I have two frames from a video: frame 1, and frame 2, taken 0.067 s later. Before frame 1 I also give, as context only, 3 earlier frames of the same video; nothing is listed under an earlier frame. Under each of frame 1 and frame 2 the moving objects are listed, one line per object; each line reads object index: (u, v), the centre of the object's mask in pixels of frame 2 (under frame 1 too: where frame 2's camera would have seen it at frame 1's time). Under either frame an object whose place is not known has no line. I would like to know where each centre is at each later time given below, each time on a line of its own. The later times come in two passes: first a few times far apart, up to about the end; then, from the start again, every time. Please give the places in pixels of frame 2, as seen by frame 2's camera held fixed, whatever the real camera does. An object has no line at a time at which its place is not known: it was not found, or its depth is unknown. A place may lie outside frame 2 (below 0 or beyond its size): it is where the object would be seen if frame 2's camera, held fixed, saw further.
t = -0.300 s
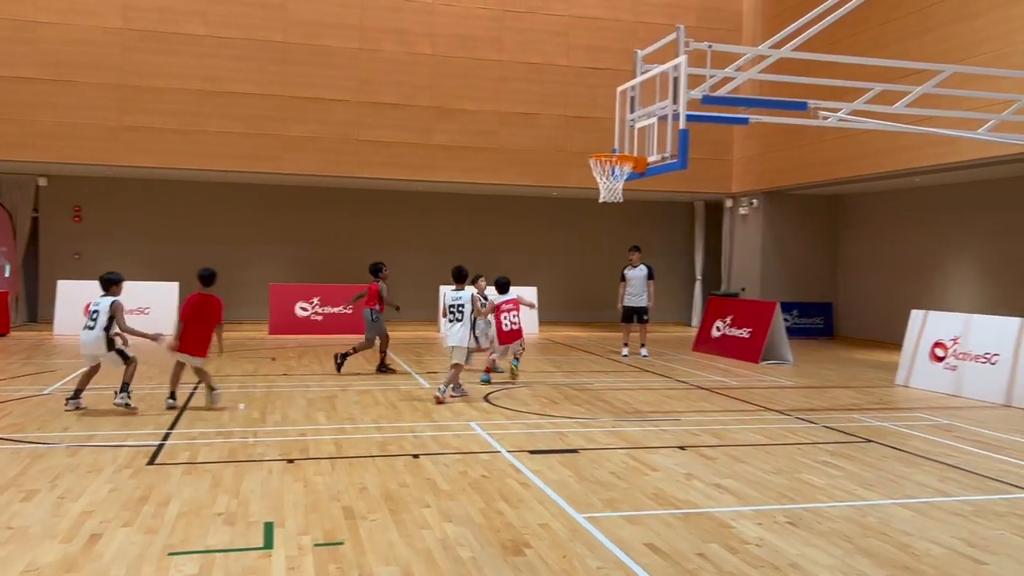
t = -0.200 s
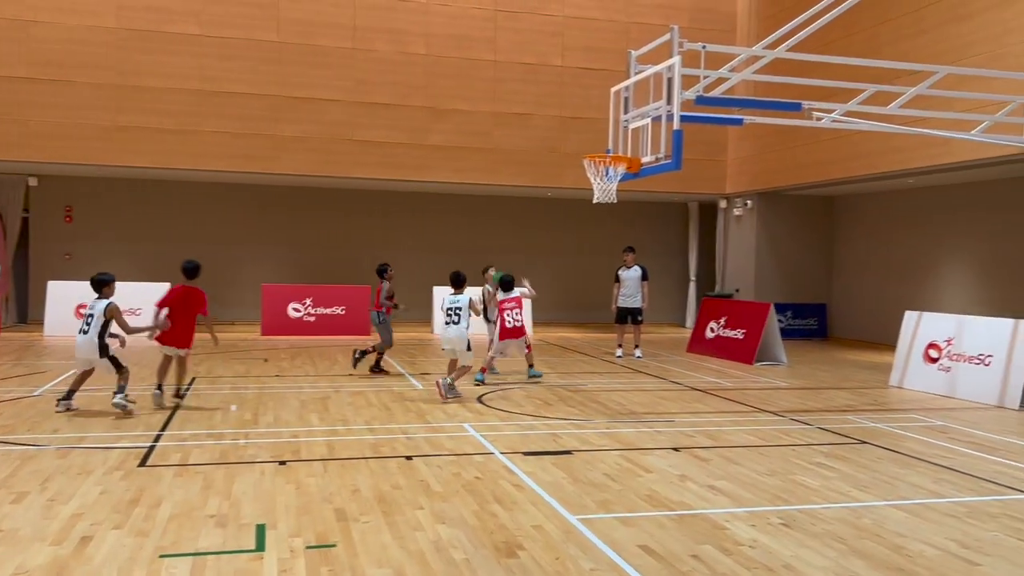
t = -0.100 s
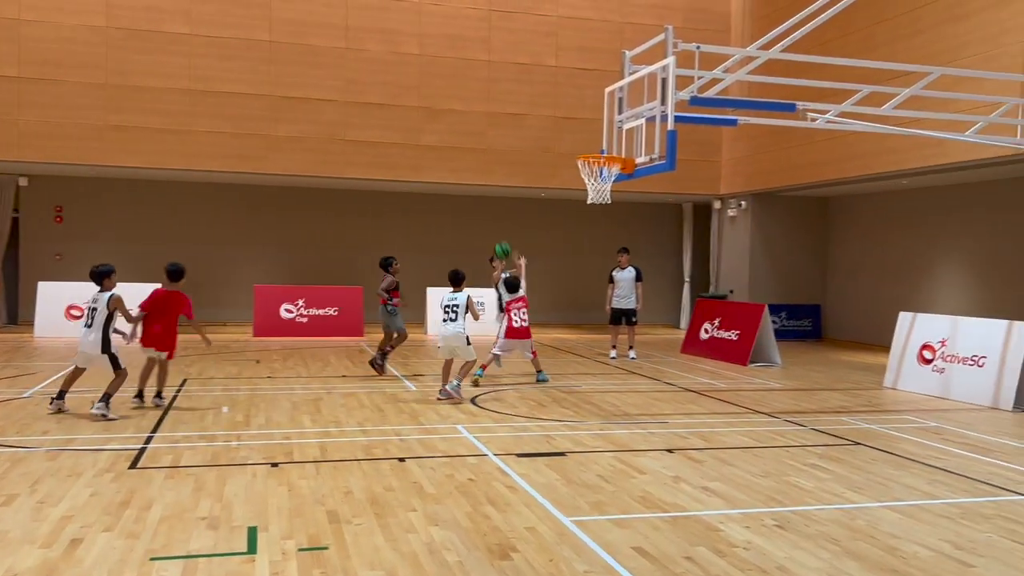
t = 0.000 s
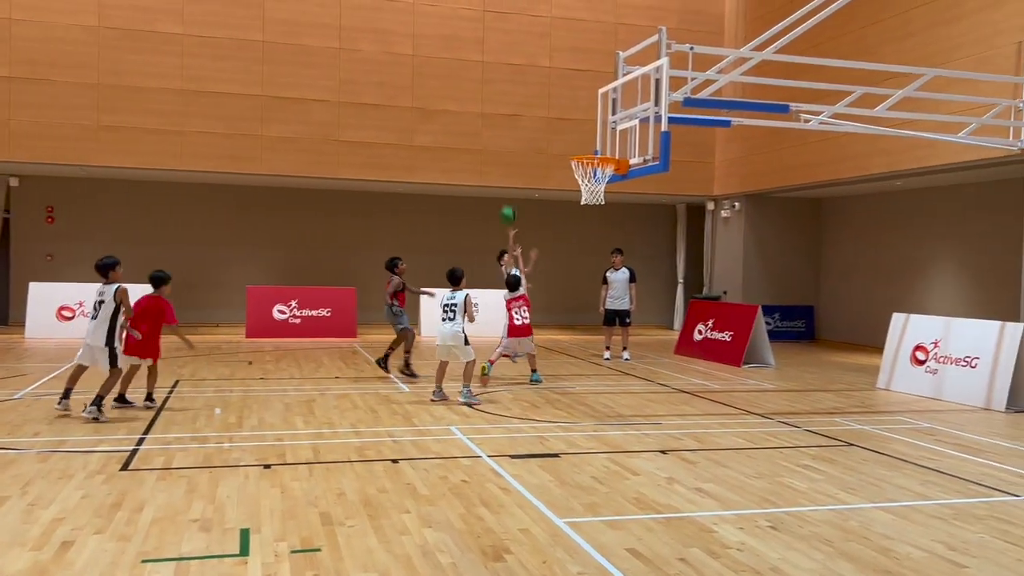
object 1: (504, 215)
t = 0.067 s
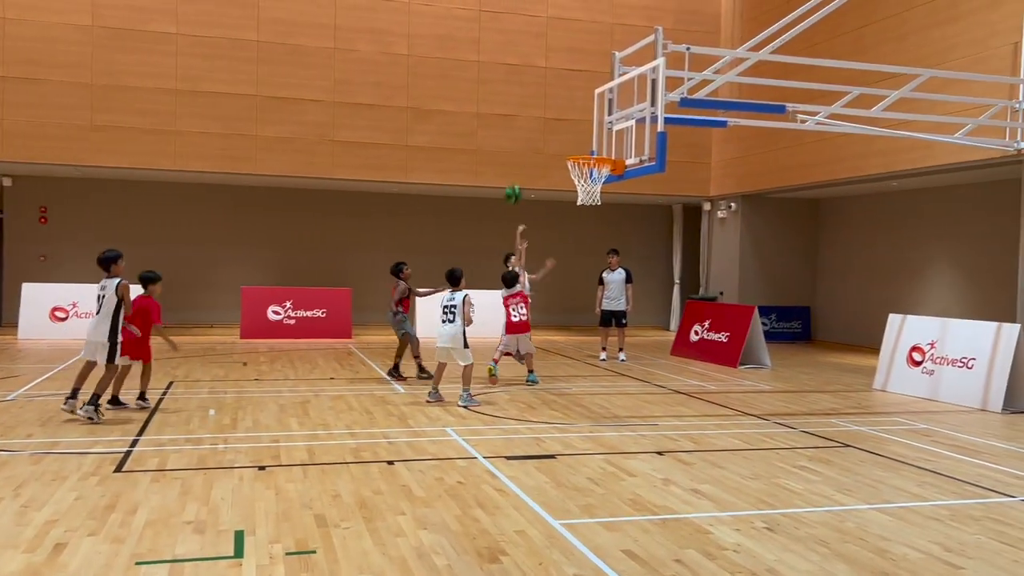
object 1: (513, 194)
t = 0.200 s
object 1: (531, 159)
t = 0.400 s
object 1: (559, 131)
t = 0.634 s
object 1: (595, 142)
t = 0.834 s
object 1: (578, 131)
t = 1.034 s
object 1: (542, 133)
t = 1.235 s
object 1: (504, 172)
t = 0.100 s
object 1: (517, 183)
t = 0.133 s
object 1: (522, 174)
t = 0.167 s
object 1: (526, 166)
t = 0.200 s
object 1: (531, 159)
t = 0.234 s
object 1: (536, 152)
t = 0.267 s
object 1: (541, 146)
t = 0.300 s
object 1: (545, 141)
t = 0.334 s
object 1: (550, 137)
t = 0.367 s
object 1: (554, 134)
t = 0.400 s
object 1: (559, 131)
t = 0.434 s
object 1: (564, 130)
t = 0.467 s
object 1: (569, 129)
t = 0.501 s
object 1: (574, 130)
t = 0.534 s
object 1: (579, 131)
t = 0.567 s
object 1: (585, 134)
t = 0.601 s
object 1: (590, 137)
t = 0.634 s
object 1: (595, 142)
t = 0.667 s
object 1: (601, 148)
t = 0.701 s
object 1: (602, 150)
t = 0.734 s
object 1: (597, 144)
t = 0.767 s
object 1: (591, 139)
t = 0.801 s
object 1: (585, 134)
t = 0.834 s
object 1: (578, 131)
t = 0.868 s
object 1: (573, 129)
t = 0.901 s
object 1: (567, 128)
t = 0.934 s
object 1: (559, 129)
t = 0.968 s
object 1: (554, 128)
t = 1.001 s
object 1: (548, 131)
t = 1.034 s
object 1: (542, 133)
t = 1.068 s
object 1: (535, 138)
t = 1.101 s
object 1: (530, 142)
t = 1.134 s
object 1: (524, 148)
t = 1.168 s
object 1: (516, 155)
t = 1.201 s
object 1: (510, 163)
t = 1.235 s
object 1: (504, 172)
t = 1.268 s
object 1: (497, 182)
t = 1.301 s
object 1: (492, 194)
